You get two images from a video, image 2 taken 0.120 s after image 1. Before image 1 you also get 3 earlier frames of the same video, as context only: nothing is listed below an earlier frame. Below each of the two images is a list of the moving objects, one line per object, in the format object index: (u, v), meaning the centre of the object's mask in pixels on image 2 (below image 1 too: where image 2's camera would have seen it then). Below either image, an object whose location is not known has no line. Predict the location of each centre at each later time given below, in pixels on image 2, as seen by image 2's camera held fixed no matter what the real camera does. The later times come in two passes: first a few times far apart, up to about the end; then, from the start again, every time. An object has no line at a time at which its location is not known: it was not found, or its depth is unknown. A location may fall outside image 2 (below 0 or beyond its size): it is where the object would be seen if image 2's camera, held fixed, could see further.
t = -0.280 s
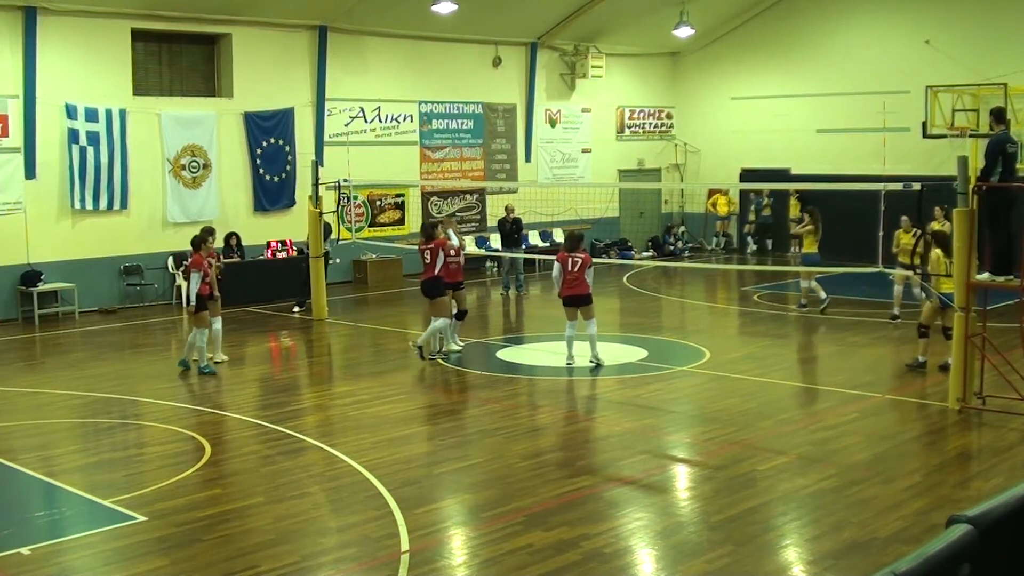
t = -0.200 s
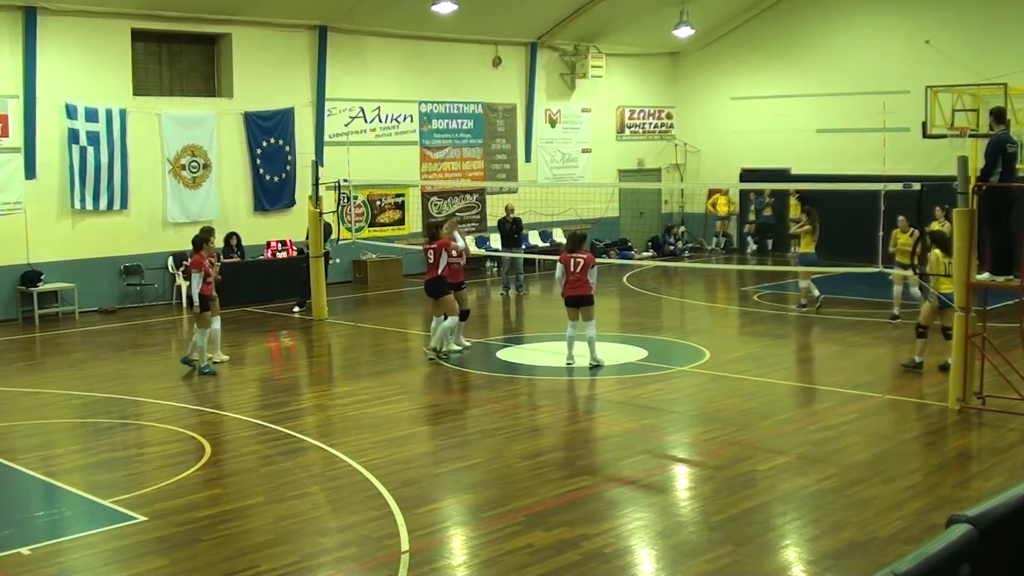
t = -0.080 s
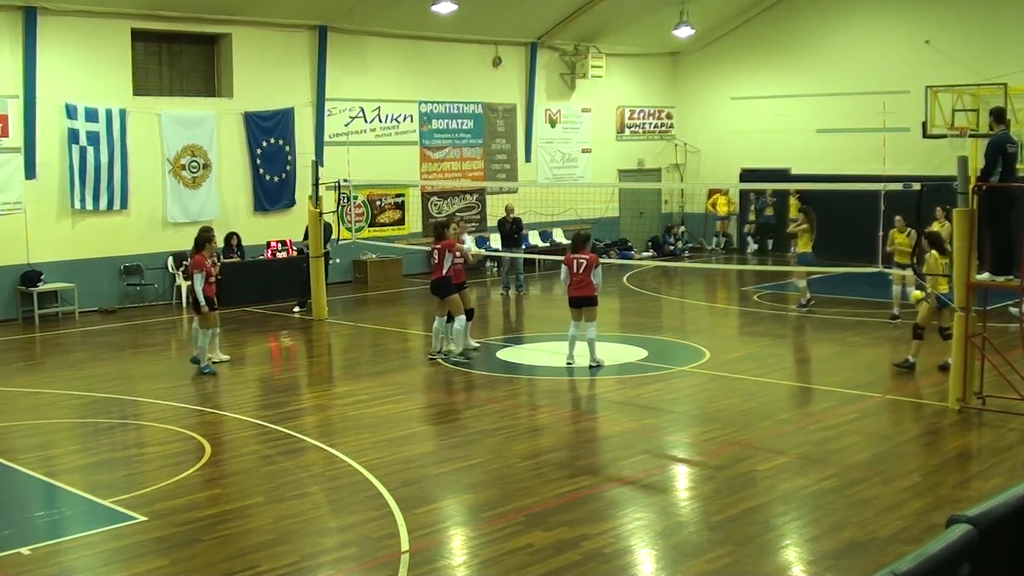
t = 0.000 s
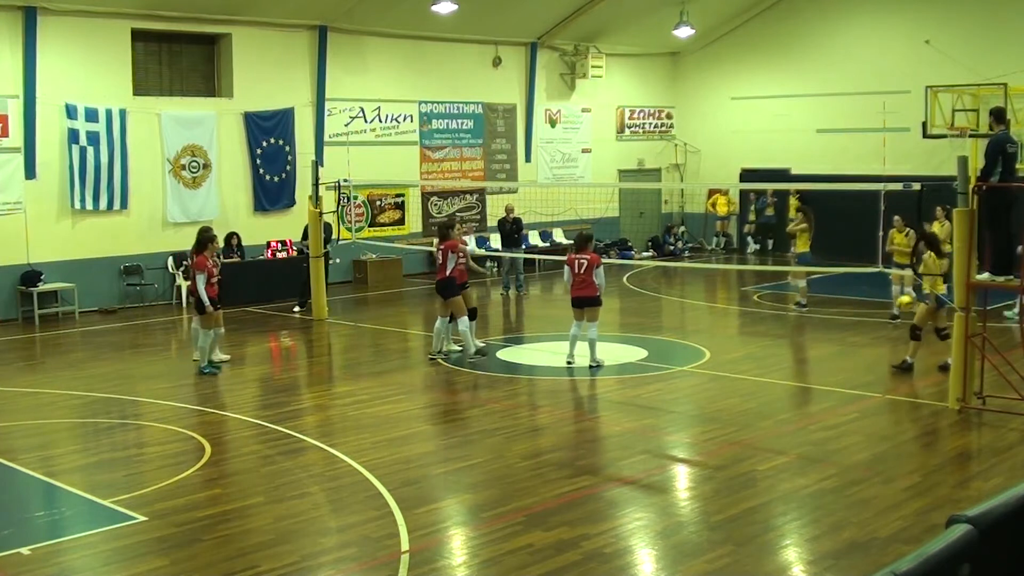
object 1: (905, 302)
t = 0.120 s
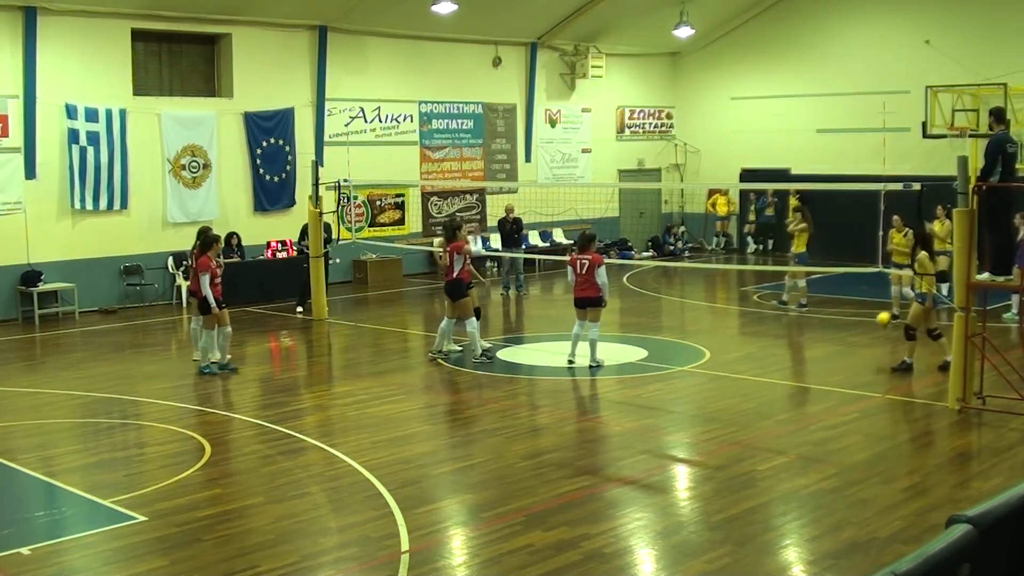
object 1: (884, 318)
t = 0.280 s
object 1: (854, 332)
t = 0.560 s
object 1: (805, 324)
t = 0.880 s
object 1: (745, 341)
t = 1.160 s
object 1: (691, 356)
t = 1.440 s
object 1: (635, 358)
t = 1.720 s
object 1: (576, 366)
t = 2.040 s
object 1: (510, 376)
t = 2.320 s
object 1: (448, 387)
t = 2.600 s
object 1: (383, 399)
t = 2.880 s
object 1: (317, 406)
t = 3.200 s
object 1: (241, 415)
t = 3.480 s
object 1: (173, 424)
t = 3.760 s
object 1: (104, 432)
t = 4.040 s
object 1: (35, 441)
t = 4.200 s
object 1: (3, 443)
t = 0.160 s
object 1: (877, 326)
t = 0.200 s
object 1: (870, 335)
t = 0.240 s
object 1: (862, 339)
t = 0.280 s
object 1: (854, 332)
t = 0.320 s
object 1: (849, 328)
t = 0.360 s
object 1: (841, 324)
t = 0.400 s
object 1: (834, 321)
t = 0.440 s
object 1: (827, 321)
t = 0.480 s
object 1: (819, 320)
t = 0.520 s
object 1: (812, 322)
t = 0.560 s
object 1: (805, 324)
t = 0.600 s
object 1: (798, 326)
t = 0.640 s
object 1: (790, 332)
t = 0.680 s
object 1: (783, 337)
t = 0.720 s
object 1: (776, 346)
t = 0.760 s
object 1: (768, 355)
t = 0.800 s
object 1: (761, 348)
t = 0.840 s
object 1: (752, 344)
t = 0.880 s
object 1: (745, 341)
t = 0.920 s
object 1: (738, 340)
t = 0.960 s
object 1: (730, 340)
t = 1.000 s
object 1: (722, 340)
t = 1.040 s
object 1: (713, 342)
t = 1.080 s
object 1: (707, 345)
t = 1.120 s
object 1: (699, 349)
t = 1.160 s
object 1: (691, 356)
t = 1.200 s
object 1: (683, 364)
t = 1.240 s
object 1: (675, 362)
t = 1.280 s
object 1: (666, 359)
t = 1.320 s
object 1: (658, 355)
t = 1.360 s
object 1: (651, 355)
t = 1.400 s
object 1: (643, 356)
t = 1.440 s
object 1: (635, 358)
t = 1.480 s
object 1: (626, 360)
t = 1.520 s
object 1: (619, 365)
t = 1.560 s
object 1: (610, 370)
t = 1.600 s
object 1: (602, 373)
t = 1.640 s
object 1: (594, 371)
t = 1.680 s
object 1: (585, 368)
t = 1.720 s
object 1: (576, 366)
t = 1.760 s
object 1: (569, 368)
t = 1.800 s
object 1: (560, 368)
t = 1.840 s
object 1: (552, 372)
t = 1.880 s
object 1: (544, 377)
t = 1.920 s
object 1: (535, 379)
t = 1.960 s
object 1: (525, 379)
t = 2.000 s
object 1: (518, 377)
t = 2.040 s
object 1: (510, 376)
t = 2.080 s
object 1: (500, 379)
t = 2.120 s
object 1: (493, 381)
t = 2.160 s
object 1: (483, 385)
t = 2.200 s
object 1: (474, 387)
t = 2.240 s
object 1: (466, 384)
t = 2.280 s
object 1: (457, 385)
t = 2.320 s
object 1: (448, 387)
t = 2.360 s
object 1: (438, 390)
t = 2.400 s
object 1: (429, 394)
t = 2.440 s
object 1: (420, 393)
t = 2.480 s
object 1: (411, 392)
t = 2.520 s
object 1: (402, 394)
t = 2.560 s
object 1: (392, 398)
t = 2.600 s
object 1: (383, 399)
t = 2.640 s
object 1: (373, 398)
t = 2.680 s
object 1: (365, 399)
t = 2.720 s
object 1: (355, 401)
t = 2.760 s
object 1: (346, 402)
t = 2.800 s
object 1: (336, 402)
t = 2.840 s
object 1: (328, 403)
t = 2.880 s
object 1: (317, 406)
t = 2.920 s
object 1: (308, 407)
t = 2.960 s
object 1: (299, 408)
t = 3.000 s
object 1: (289, 408)
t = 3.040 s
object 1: (280, 410)
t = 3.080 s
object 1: (271, 411)
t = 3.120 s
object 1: (260, 413)
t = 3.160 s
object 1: (250, 414)
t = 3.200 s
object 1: (241, 415)
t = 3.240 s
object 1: (231, 415)
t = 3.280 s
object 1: (222, 416)
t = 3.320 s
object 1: (211, 418)
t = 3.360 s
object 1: (202, 420)
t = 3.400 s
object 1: (192, 421)
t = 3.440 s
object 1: (183, 422)
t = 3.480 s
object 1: (173, 424)
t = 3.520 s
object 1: (164, 424)
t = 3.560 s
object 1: (153, 426)
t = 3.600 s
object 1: (143, 427)
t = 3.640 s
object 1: (134, 428)
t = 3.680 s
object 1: (123, 429)
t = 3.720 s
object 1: (114, 430)
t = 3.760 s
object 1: (104, 432)
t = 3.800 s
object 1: (95, 433)
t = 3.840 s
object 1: (84, 434)
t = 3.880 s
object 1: (74, 435)
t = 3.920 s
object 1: (64, 436)
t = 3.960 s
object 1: (54, 438)
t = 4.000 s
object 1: (45, 439)
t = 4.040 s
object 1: (35, 441)
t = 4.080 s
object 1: (25, 441)
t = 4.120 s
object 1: (13, 442)
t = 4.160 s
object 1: (7, 443)
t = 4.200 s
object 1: (3, 443)
